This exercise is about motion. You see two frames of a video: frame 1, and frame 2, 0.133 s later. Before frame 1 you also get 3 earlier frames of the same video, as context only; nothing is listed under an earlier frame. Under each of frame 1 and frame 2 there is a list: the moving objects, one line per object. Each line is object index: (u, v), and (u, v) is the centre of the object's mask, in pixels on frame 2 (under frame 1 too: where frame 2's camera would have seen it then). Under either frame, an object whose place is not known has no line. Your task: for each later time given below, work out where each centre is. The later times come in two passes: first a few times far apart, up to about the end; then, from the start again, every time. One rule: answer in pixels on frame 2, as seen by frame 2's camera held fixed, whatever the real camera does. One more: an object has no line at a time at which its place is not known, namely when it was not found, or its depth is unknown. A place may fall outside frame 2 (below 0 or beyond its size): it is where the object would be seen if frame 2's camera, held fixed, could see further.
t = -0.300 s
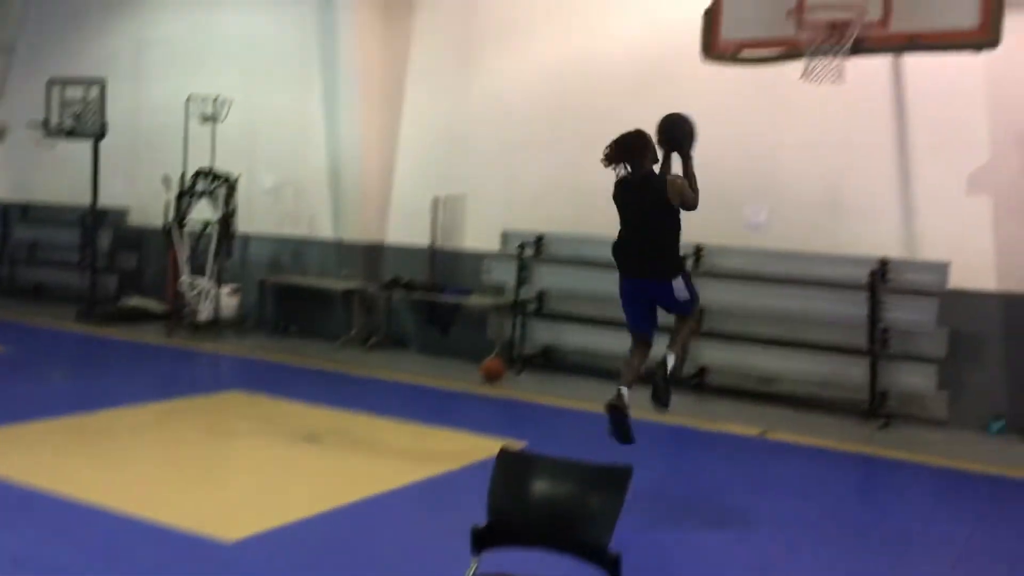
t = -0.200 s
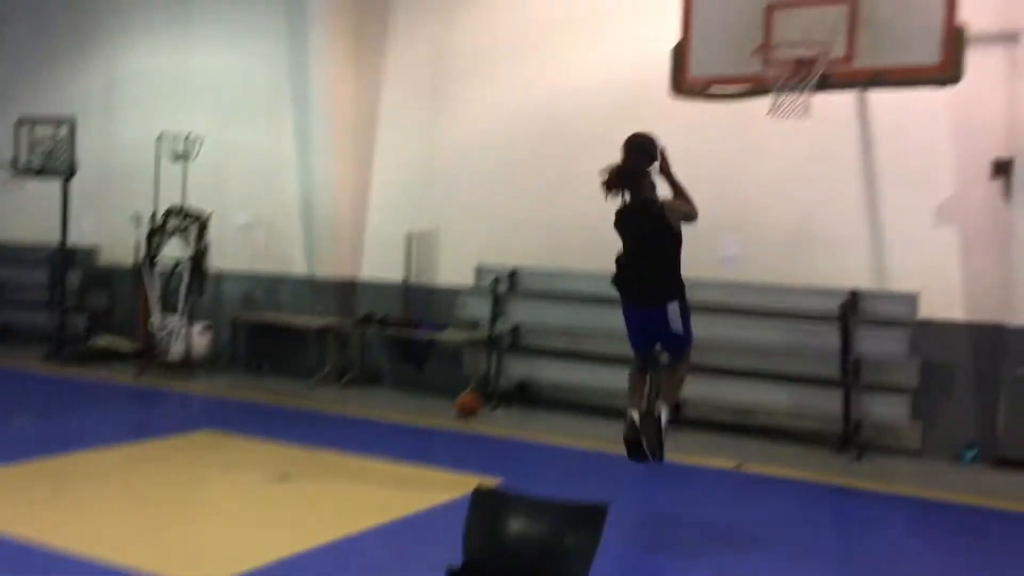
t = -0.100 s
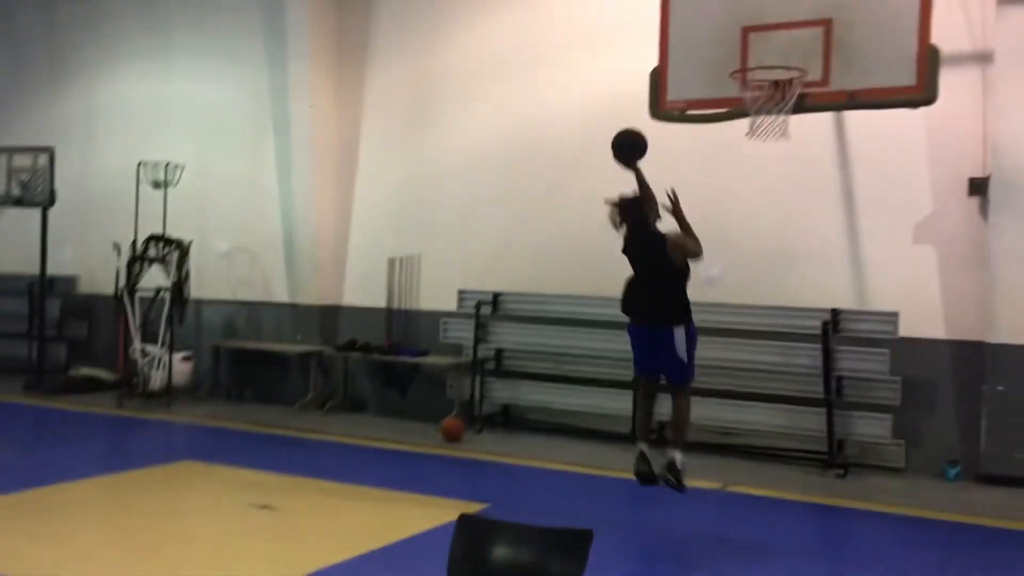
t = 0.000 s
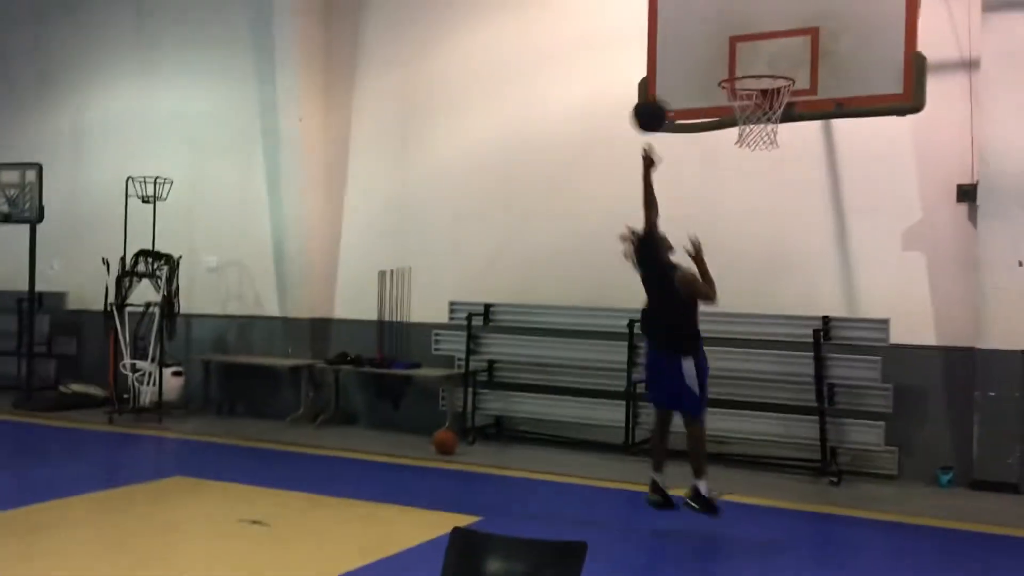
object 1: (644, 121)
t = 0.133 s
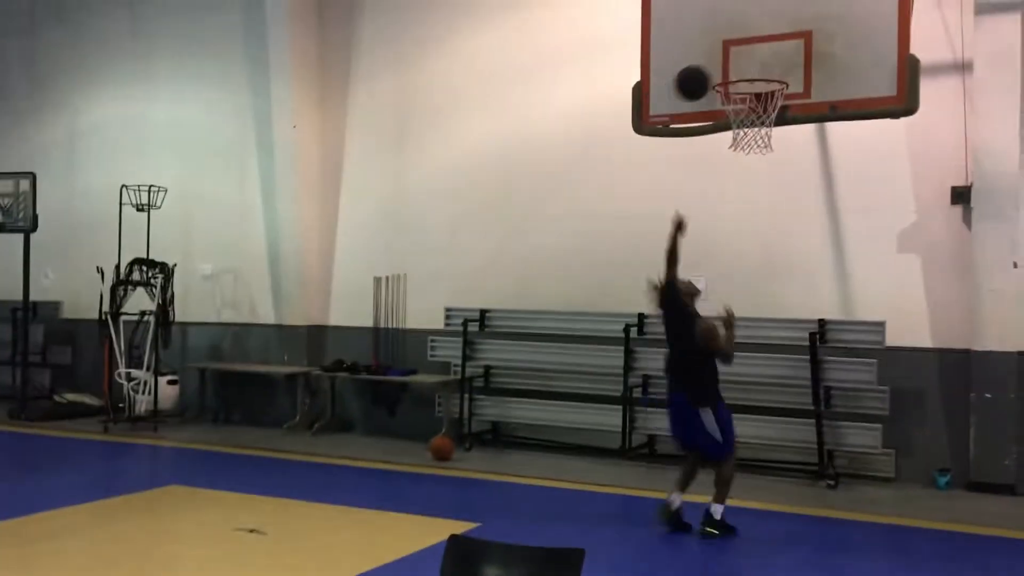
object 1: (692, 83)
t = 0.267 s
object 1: (724, 68)
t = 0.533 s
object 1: (749, 111)
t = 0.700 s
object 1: (763, 168)
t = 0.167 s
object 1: (704, 78)
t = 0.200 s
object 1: (716, 73)
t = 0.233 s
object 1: (722, 69)
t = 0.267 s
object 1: (724, 68)
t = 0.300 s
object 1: (727, 69)
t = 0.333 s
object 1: (729, 70)
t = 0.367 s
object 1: (732, 73)
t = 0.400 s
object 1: (734, 78)
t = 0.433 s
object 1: (736, 84)
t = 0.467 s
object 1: (740, 92)
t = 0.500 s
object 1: (743, 100)
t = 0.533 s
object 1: (749, 111)
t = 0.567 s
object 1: (749, 122)
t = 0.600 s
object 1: (753, 130)
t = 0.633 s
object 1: (756, 143)
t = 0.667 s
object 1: (760, 154)
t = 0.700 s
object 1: (763, 168)
